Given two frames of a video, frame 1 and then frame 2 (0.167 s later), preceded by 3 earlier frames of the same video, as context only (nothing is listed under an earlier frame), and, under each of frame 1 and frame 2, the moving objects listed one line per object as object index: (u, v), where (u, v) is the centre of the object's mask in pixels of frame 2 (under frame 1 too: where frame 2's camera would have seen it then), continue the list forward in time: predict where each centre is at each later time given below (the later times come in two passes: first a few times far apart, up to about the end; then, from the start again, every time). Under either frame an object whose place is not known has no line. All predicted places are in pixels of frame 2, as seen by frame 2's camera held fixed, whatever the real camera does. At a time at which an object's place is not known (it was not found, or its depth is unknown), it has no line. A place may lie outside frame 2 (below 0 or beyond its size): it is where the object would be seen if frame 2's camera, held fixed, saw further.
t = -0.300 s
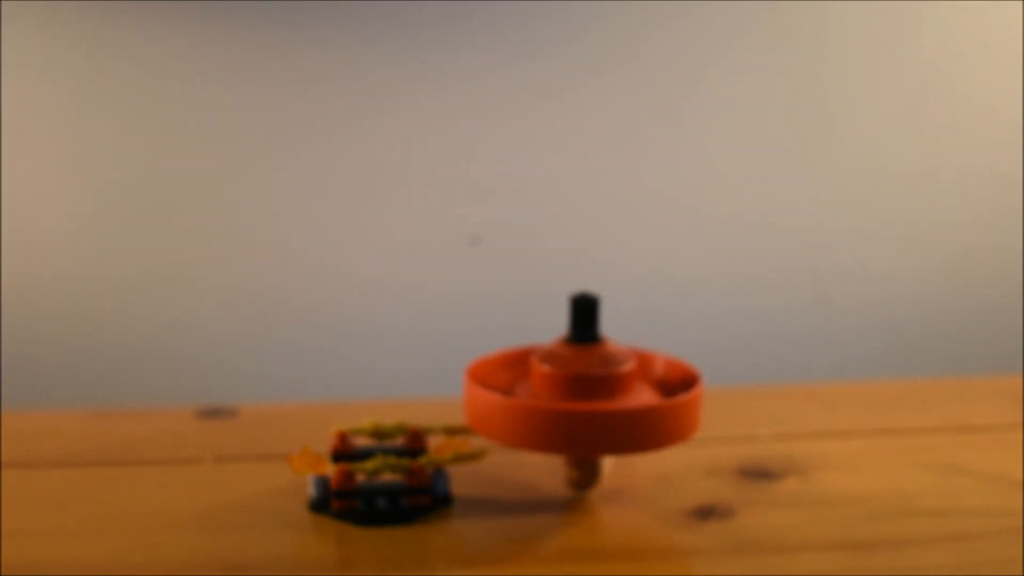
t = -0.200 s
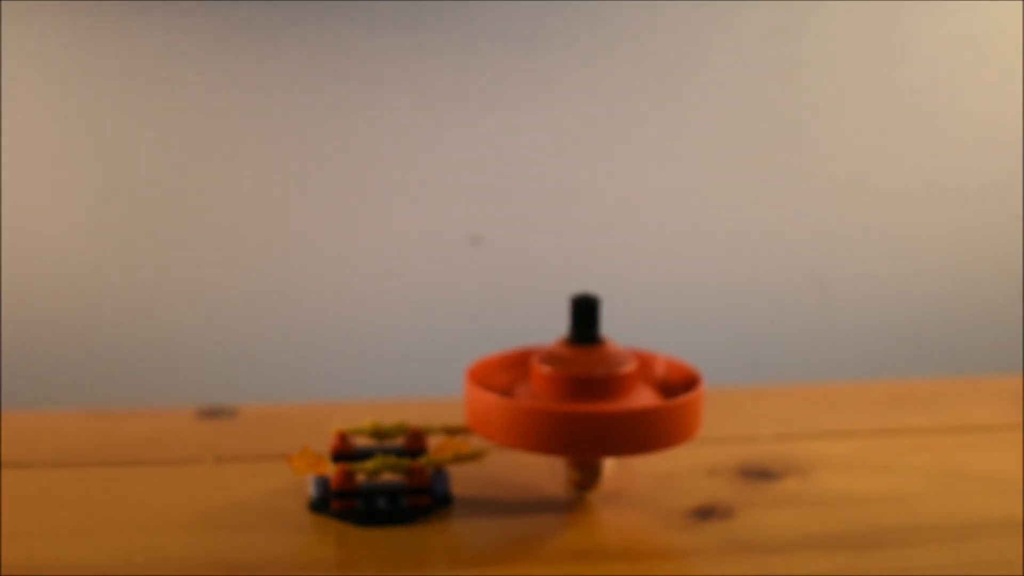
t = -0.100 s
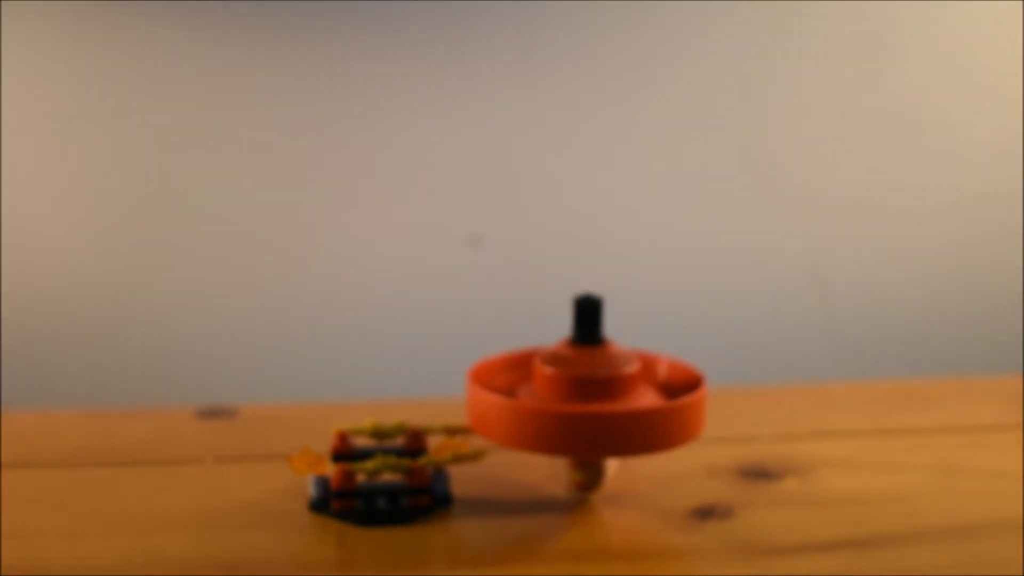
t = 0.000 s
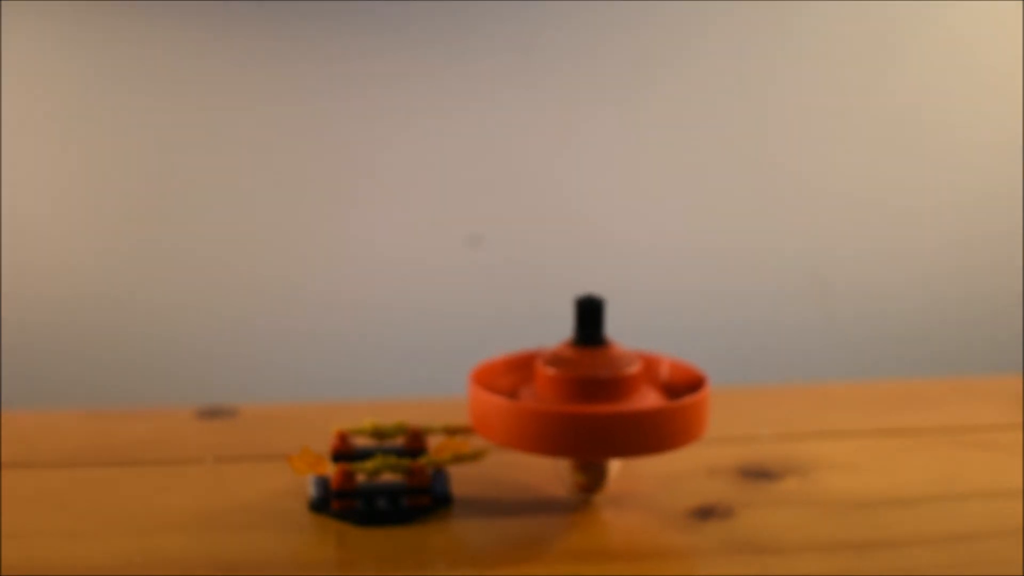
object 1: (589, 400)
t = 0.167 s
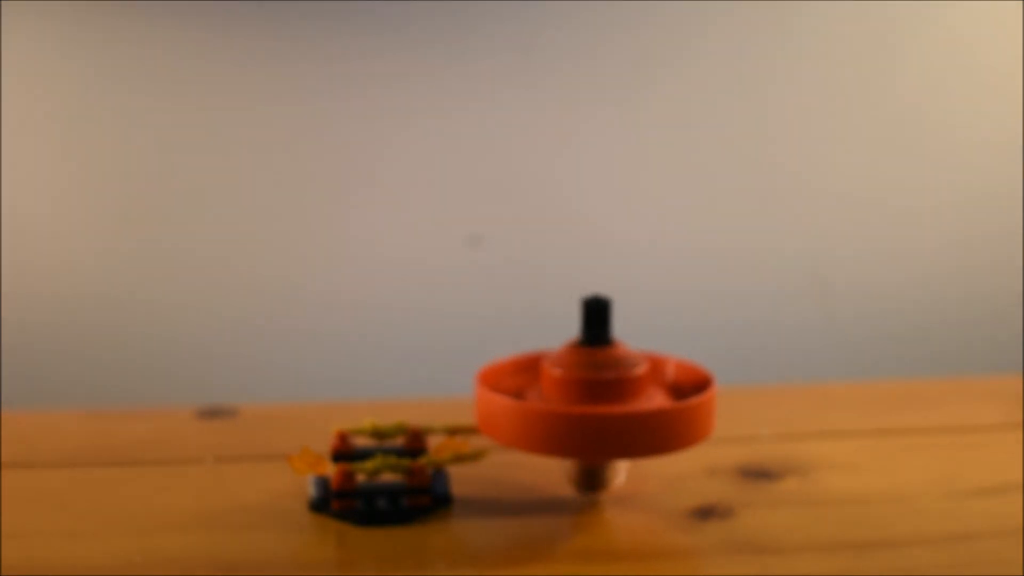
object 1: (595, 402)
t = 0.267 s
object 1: (601, 401)
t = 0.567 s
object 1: (616, 397)
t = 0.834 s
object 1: (625, 392)
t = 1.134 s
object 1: (626, 384)
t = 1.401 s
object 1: (617, 378)
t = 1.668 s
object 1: (604, 374)
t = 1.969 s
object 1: (590, 373)
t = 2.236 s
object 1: (584, 373)
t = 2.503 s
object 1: (587, 374)
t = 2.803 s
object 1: (594, 373)
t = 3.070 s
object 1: (606, 370)
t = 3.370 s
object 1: (614, 366)
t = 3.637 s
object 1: (615, 362)
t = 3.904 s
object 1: (612, 357)
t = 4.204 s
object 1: (596, 354)
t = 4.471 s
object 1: (598, 354)
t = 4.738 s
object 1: (611, 354)
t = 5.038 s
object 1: (626, 355)
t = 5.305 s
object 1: (632, 351)
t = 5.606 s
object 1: (634, 348)
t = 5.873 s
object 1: (624, 346)
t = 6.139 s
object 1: (619, 346)
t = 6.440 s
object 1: (628, 348)
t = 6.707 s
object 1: (640, 347)
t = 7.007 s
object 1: (654, 343)
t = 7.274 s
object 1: (652, 340)
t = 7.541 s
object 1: (645, 339)
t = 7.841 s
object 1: (642, 339)
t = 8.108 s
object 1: (647, 339)
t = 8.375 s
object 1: (659, 339)
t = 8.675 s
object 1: (667, 336)
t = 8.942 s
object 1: (665, 333)
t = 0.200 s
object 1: (598, 401)
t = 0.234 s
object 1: (599, 401)
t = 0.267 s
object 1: (601, 401)
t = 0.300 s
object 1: (603, 401)
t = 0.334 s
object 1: (604, 401)
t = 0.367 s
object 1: (605, 401)
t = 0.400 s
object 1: (608, 400)
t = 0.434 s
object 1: (608, 399)
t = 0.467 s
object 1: (610, 399)
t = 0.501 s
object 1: (613, 398)
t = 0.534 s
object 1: (614, 398)
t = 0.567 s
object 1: (616, 397)
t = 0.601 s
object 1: (618, 397)
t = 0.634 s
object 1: (618, 396)
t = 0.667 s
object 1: (620, 395)
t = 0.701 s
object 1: (622, 395)
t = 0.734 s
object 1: (622, 394)
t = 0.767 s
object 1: (623, 393)
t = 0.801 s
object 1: (624, 393)
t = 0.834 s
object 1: (625, 392)
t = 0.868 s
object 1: (626, 391)
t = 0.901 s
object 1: (626, 390)
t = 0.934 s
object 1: (627, 389)
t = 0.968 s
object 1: (628, 388)
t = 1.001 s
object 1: (626, 387)
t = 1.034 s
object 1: (626, 387)
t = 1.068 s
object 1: (627, 386)
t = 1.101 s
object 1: (626, 385)
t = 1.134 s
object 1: (626, 384)
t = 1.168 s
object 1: (625, 383)
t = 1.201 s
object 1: (624, 382)
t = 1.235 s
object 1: (624, 382)
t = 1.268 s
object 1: (622, 381)
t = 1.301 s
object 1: (621, 380)
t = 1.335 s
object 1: (621, 380)
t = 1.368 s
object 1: (618, 379)
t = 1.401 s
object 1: (617, 378)
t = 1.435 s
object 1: (615, 378)
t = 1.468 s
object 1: (613, 377)
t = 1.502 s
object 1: (612, 377)
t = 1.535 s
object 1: (609, 376)
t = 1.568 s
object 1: (608, 376)
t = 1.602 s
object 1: (607, 375)
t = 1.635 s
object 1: (605, 375)
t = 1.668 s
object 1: (604, 374)
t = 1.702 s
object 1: (601, 374)
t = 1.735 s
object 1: (600, 374)
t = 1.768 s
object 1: (599, 374)
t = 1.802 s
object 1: (597, 373)
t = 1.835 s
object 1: (596, 373)
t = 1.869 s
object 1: (594, 373)
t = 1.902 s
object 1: (593, 373)
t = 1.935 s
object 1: (593, 373)
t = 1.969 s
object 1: (590, 373)
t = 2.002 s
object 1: (589, 373)
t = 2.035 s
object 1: (588, 373)
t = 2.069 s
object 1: (587, 373)
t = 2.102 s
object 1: (587, 373)
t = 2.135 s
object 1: (585, 373)
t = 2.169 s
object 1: (585, 373)
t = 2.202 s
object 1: (585, 373)
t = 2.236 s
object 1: (584, 373)
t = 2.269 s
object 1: (585, 373)
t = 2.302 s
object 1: (584, 373)
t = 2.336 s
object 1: (584, 373)
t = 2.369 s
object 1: (584, 373)
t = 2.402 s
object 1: (584, 374)
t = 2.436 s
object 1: (586, 374)
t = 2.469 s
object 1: (585, 374)
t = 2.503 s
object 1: (587, 374)
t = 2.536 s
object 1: (587, 374)
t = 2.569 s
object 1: (587, 374)
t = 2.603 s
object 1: (589, 374)
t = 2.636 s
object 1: (589, 374)
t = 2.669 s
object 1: (591, 373)
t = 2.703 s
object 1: (591, 373)
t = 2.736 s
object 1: (593, 373)
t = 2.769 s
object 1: (594, 373)
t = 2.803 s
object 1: (594, 373)
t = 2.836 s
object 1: (597, 373)
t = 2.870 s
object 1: (597, 372)
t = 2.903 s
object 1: (599, 372)
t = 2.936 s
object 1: (600, 372)
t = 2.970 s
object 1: (603, 372)
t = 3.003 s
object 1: (605, 371)
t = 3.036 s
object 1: (604, 370)
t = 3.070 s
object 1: (606, 370)
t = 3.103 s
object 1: (606, 370)
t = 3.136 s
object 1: (608, 369)
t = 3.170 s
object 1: (608, 369)
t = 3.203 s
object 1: (609, 369)
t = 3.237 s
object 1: (612, 368)
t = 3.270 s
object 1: (612, 367)
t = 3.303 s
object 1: (613, 367)
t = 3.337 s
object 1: (612, 367)
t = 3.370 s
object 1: (614, 366)
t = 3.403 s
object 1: (614, 365)
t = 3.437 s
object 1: (615, 365)
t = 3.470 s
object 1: (616, 365)
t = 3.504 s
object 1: (615, 364)
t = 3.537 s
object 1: (616, 363)
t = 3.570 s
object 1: (615, 363)
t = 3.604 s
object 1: (616, 362)
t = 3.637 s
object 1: (615, 362)
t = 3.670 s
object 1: (614, 361)
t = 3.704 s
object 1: (614, 361)
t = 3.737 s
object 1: (614, 360)
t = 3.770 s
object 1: (614, 360)
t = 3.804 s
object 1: (612, 359)
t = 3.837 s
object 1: (613, 359)
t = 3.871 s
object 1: (612, 358)
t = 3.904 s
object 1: (612, 357)
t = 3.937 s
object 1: (611, 357)
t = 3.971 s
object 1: (611, 357)
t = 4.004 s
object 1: (610, 357)
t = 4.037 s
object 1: (610, 356)
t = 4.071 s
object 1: (610, 356)
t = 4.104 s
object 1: (607, 354)
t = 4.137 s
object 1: (605, 354)
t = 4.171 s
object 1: (599, 354)
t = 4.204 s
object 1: (596, 354)
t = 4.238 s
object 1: (596, 355)
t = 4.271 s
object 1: (600, 355)
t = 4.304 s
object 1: (600, 354)
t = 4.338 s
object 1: (600, 355)
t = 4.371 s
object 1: (600, 354)
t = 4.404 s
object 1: (599, 354)
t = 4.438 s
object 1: (599, 354)
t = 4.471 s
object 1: (598, 354)
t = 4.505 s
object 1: (599, 355)
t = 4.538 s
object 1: (598, 354)
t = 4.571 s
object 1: (600, 354)
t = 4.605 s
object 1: (601, 355)
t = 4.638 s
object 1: (607, 355)
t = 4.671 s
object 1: (612, 356)
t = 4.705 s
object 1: (614, 354)
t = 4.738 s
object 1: (611, 354)
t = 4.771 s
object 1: (611, 355)
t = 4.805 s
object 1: (613, 356)
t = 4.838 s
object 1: (616, 355)
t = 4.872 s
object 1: (616, 355)
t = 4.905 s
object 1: (617, 355)
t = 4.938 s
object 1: (620, 356)
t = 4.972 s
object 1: (622, 355)
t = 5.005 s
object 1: (625, 355)
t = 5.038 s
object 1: (626, 355)
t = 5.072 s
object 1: (629, 355)
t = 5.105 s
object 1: (629, 355)
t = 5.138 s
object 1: (632, 355)
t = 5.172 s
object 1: (633, 354)
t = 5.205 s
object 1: (636, 354)
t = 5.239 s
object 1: (636, 354)
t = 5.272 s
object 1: (637, 353)
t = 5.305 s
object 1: (632, 351)
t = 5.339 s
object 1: (629, 353)
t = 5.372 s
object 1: (631, 353)
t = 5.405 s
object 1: (635, 352)
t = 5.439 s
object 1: (636, 350)
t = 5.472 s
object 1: (634, 349)
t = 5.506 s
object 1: (633, 350)
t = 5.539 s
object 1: (633, 351)
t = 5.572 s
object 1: (635, 349)
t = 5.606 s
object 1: (634, 348)
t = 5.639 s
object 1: (632, 347)
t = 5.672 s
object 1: (630, 348)
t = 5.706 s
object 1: (631, 347)
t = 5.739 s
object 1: (630, 347)
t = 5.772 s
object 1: (629, 346)
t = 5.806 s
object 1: (625, 346)
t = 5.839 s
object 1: (625, 346)
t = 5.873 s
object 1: (624, 346)
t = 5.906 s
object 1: (623, 345)
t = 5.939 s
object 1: (620, 345)
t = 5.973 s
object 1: (620, 346)
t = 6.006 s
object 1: (620, 346)
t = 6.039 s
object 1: (620, 346)
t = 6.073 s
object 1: (617, 345)
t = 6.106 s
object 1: (618, 346)
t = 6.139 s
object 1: (619, 346)
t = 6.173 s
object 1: (620, 346)
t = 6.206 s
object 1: (619, 346)
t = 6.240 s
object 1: (619, 347)
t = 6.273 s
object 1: (620, 347)
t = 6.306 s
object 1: (623, 347)
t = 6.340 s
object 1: (623, 347)
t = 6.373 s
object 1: (623, 347)
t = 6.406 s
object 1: (624, 348)
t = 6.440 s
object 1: (628, 348)
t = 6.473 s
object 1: (630, 348)
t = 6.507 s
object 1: (630, 347)
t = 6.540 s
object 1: (630, 347)
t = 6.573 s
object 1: (633, 348)
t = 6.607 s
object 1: (636, 348)
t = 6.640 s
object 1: (639, 347)
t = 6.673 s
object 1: (640, 347)
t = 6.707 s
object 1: (640, 347)
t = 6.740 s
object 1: (642, 348)
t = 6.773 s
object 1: (645, 347)
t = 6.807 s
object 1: (647, 346)
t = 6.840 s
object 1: (648, 345)
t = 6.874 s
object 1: (649, 345)
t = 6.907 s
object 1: (650, 345)
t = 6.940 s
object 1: (651, 345)
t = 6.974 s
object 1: (652, 344)
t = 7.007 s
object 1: (654, 343)
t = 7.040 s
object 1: (653, 343)
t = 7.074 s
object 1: (653, 343)
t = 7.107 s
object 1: (653, 343)
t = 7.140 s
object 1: (654, 342)
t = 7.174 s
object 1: (653, 341)
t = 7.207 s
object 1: (653, 341)
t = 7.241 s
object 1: (652, 341)
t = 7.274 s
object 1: (652, 340)
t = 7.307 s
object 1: (651, 340)
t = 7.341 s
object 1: (651, 339)
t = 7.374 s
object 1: (649, 339)
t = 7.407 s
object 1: (649, 339)
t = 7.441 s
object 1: (647, 339)
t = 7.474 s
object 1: (647, 339)
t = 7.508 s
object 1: (645, 339)
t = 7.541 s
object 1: (645, 339)
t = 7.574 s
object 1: (645, 338)
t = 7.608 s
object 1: (644, 338)
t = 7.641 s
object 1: (642, 338)
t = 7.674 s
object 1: (641, 338)
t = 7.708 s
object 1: (643, 339)
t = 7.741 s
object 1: (642, 338)
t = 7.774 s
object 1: (642, 338)
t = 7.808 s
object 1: (640, 339)
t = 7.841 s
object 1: (642, 339)
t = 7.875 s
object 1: (643, 339)
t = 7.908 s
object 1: (643, 339)
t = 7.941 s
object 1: (642, 339)
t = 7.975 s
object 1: (643, 339)
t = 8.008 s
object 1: (644, 340)
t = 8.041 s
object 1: (646, 339)
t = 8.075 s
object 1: (646, 340)
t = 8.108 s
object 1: (647, 339)
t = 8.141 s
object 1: (648, 340)
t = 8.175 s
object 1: (650, 340)
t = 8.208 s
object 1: (652, 339)
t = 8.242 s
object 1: (653, 339)
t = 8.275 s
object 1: (655, 339)
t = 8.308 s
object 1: (655, 339)
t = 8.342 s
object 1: (657, 339)
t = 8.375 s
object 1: (659, 339)
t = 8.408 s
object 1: (661, 338)
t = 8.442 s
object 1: (662, 338)
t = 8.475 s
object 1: (662, 338)
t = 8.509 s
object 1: (663, 338)
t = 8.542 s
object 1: (665, 338)
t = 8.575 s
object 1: (667, 338)
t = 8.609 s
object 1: (667, 337)
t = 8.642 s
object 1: (668, 337)
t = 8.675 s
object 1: (667, 336)
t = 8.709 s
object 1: (667, 336)
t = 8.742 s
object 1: (667, 335)
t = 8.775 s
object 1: (668, 335)
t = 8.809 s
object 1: (667, 335)
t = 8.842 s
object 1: (666, 334)
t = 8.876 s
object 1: (665, 334)
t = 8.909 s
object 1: (665, 333)
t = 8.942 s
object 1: (665, 333)
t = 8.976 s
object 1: (664, 333)
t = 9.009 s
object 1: (663, 332)
